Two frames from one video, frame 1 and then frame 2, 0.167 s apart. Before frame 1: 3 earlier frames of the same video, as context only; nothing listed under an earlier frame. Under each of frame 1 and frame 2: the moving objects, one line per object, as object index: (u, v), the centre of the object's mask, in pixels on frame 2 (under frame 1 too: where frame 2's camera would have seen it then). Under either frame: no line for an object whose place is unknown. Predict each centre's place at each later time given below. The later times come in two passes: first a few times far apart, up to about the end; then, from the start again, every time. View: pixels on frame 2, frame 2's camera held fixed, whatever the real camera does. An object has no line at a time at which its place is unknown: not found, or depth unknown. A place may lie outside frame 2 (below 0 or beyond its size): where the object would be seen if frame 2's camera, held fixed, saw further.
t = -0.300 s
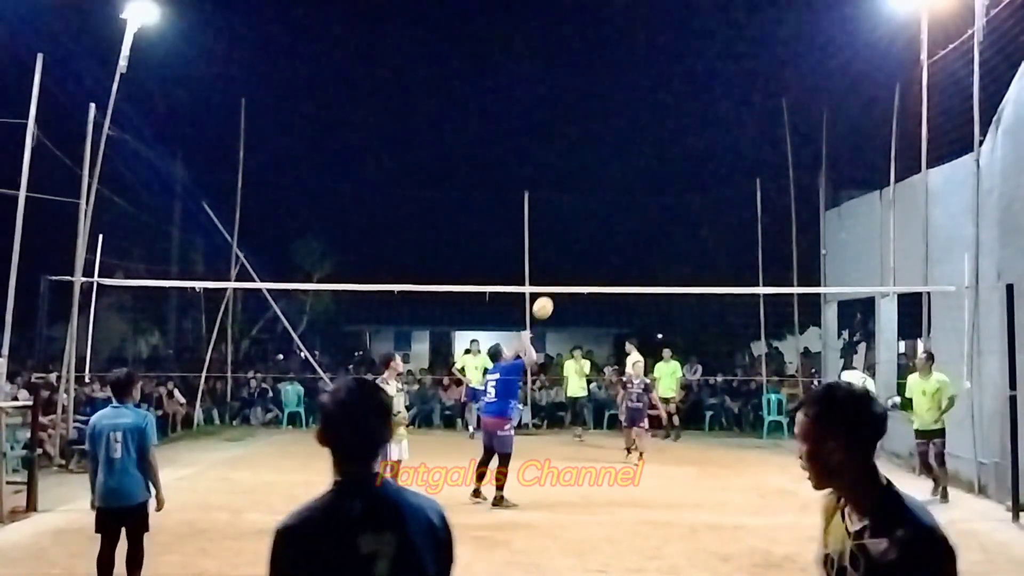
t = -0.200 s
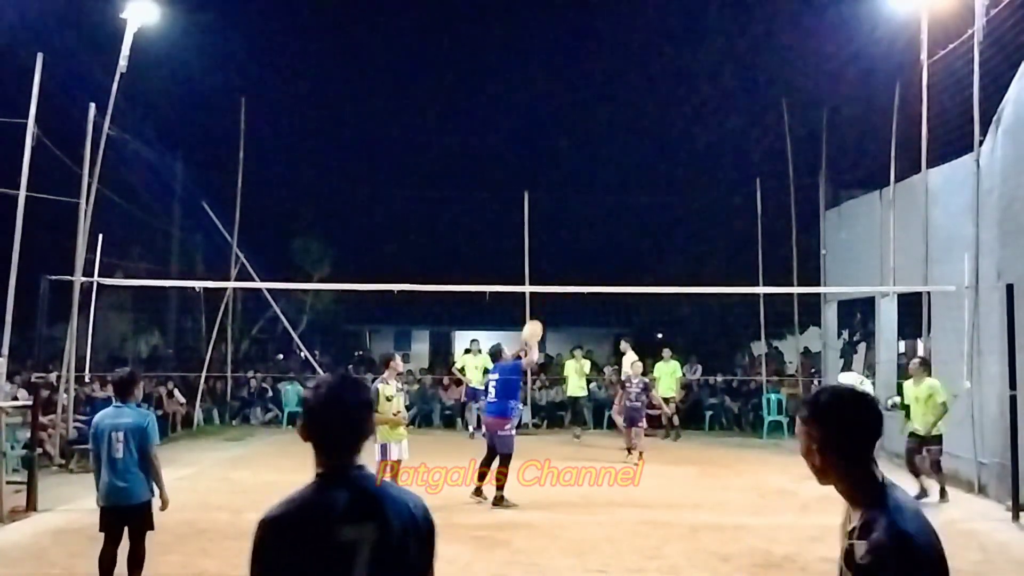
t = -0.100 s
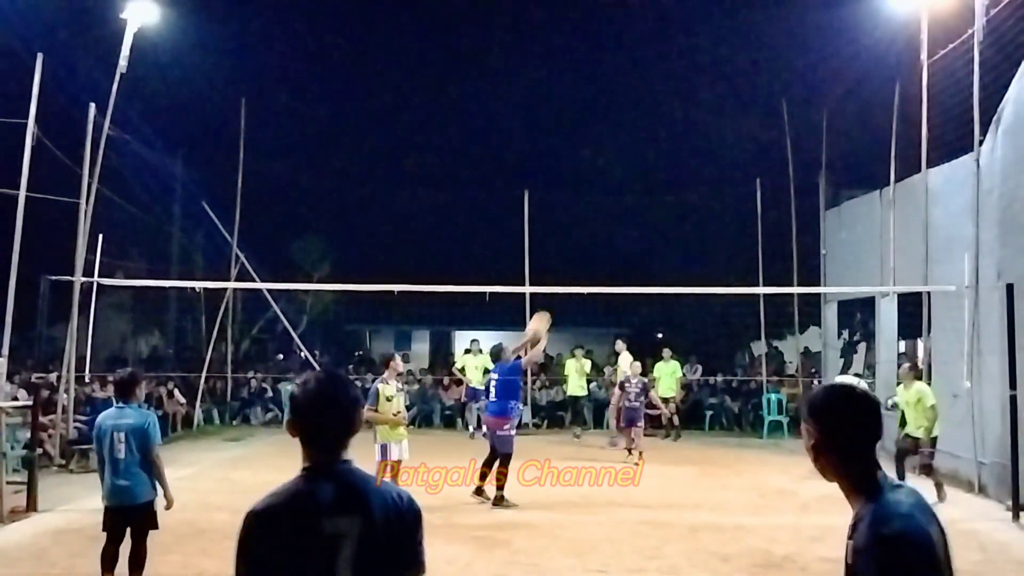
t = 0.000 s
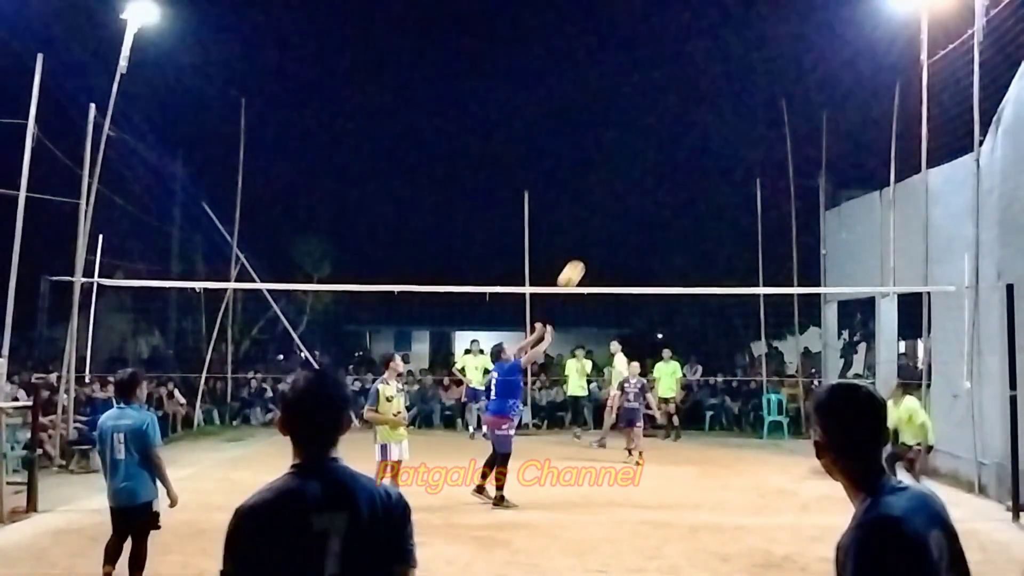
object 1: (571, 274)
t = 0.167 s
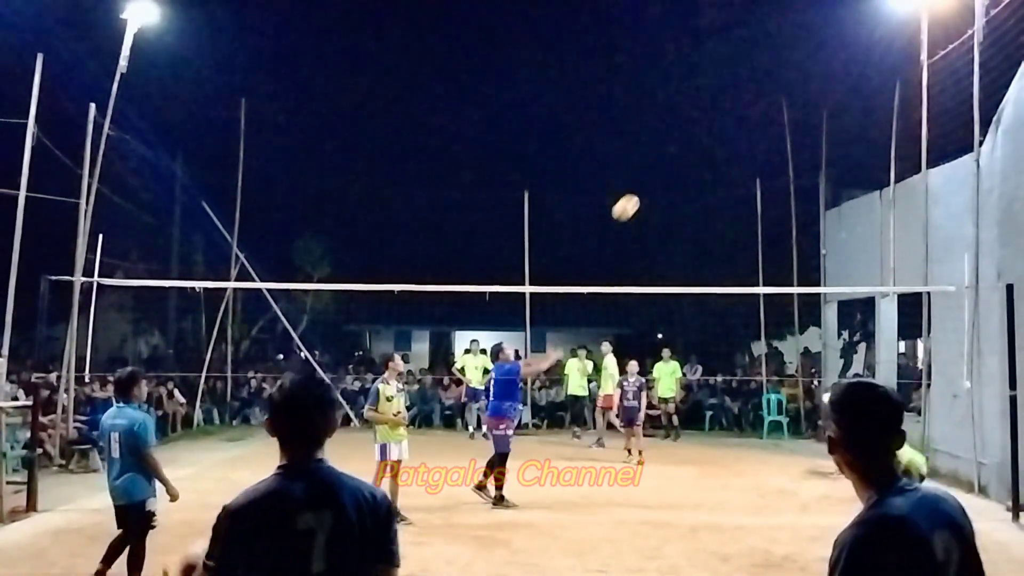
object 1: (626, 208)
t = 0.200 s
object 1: (637, 197)
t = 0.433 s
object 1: (711, 150)
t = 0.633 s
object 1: (773, 148)
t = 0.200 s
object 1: (637, 197)
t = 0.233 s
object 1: (647, 187)
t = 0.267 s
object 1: (658, 178)
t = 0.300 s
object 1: (668, 171)
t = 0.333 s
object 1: (679, 164)
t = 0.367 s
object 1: (690, 158)
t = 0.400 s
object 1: (700, 154)
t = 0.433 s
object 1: (711, 150)
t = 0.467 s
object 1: (721, 147)
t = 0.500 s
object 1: (732, 145)
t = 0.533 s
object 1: (742, 144)
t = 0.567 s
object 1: (752, 145)
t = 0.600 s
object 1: (763, 146)
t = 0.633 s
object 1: (773, 148)
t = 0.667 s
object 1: (783, 151)
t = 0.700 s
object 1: (794, 155)
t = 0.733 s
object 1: (804, 160)
